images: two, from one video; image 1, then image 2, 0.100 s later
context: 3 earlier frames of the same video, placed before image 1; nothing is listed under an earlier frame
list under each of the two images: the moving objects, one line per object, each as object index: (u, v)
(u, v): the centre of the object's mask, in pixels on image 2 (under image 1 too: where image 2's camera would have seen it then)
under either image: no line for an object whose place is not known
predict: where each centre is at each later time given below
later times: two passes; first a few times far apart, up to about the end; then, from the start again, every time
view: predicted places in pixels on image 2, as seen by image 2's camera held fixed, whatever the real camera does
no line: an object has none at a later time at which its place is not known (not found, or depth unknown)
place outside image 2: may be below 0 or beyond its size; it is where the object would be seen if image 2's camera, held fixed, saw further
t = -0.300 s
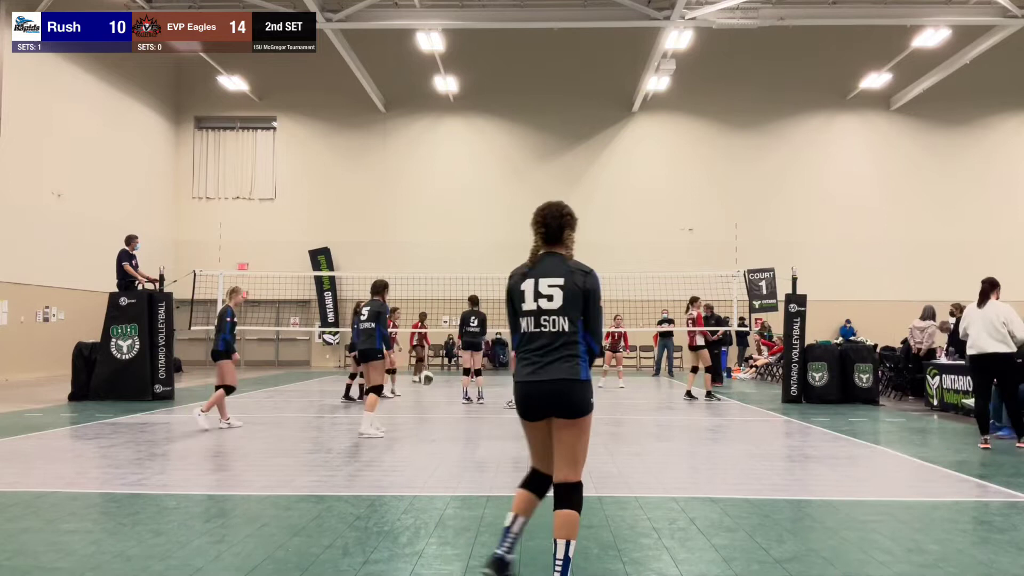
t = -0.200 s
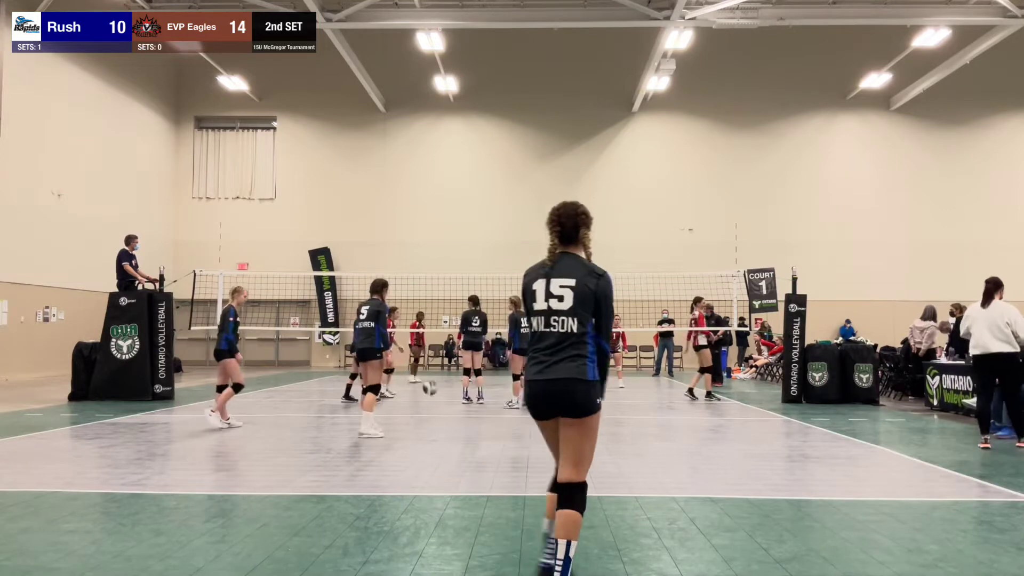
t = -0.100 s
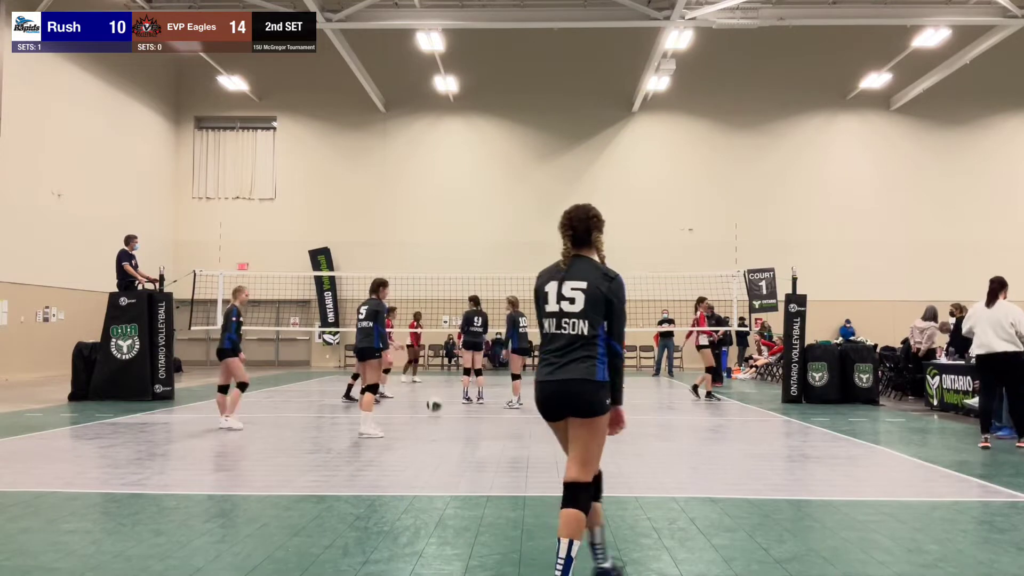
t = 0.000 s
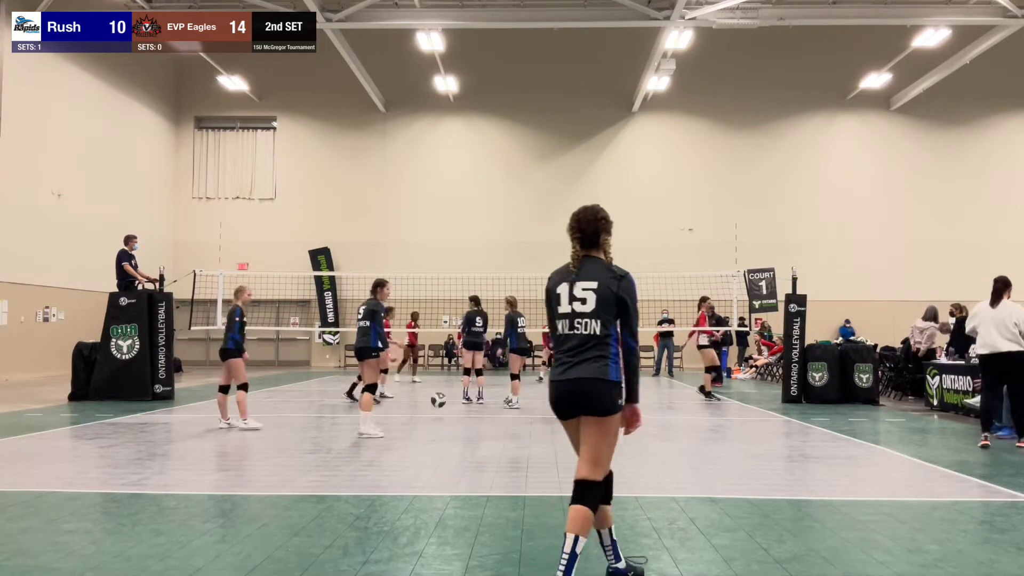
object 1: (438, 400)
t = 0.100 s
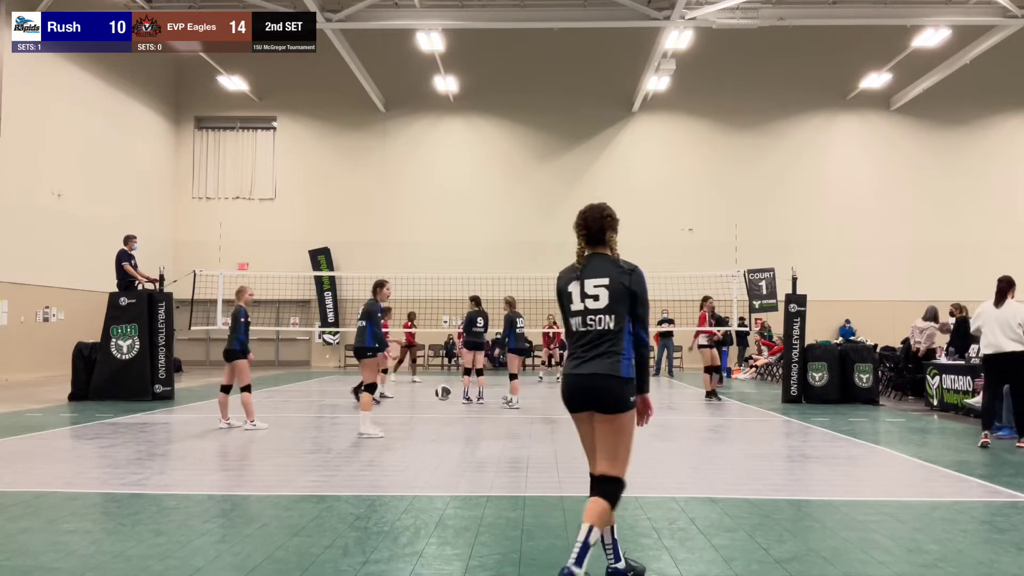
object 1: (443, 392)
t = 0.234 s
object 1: (449, 395)
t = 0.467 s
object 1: (460, 411)
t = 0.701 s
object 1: (473, 410)
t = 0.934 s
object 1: (488, 419)
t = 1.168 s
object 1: (504, 430)
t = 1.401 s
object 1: (521, 442)
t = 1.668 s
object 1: (544, 449)
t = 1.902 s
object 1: (566, 456)
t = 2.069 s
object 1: (584, 463)
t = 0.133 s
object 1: (444, 392)
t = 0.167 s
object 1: (446, 392)
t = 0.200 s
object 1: (447, 393)
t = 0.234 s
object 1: (449, 395)
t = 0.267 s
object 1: (450, 398)
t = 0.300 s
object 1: (452, 401)
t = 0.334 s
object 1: (453, 405)
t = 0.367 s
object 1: (455, 410)
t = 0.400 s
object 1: (457, 418)
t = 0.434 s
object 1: (459, 414)
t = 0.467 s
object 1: (460, 411)
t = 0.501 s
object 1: (462, 408)
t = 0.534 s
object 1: (464, 405)
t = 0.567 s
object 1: (466, 405)
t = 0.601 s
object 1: (468, 405)
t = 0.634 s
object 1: (469, 405)
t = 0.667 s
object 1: (471, 408)
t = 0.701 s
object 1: (473, 410)
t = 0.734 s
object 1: (475, 414)
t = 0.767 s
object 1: (477, 418)
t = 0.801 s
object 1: (479, 425)
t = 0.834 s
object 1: (482, 424)
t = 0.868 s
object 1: (483, 421)
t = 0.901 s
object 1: (486, 420)
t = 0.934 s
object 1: (488, 419)
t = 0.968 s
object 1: (490, 419)
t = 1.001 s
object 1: (492, 420)
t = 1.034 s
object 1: (494, 422)
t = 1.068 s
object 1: (497, 425)
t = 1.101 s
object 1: (499, 430)
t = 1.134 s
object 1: (501, 433)
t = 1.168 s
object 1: (504, 430)
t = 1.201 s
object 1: (506, 428)
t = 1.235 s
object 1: (508, 428)
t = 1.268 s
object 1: (511, 428)
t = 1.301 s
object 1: (513, 429)
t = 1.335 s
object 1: (516, 432)
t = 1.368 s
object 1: (518, 436)
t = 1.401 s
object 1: (521, 442)
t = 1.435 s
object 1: (524, 439)
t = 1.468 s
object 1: (526, 437)
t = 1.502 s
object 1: (529, 437)
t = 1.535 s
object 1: (532, 437)
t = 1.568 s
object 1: (535, 439)
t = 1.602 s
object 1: (538, 442)
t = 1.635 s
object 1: (540, 448)
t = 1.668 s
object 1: (544, 449)
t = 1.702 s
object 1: (547, 447)
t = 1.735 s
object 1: (549, 446)
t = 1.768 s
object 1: (553, 447)
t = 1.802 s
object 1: (556, 449)
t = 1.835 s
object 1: (559, 453)
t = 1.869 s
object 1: (563, 457)
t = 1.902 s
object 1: (566, 456)
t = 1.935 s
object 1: (569, 456)
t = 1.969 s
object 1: (573, 457)
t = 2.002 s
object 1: (576, 459)
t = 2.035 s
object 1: (580, 463)
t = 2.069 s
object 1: (584, 463)
